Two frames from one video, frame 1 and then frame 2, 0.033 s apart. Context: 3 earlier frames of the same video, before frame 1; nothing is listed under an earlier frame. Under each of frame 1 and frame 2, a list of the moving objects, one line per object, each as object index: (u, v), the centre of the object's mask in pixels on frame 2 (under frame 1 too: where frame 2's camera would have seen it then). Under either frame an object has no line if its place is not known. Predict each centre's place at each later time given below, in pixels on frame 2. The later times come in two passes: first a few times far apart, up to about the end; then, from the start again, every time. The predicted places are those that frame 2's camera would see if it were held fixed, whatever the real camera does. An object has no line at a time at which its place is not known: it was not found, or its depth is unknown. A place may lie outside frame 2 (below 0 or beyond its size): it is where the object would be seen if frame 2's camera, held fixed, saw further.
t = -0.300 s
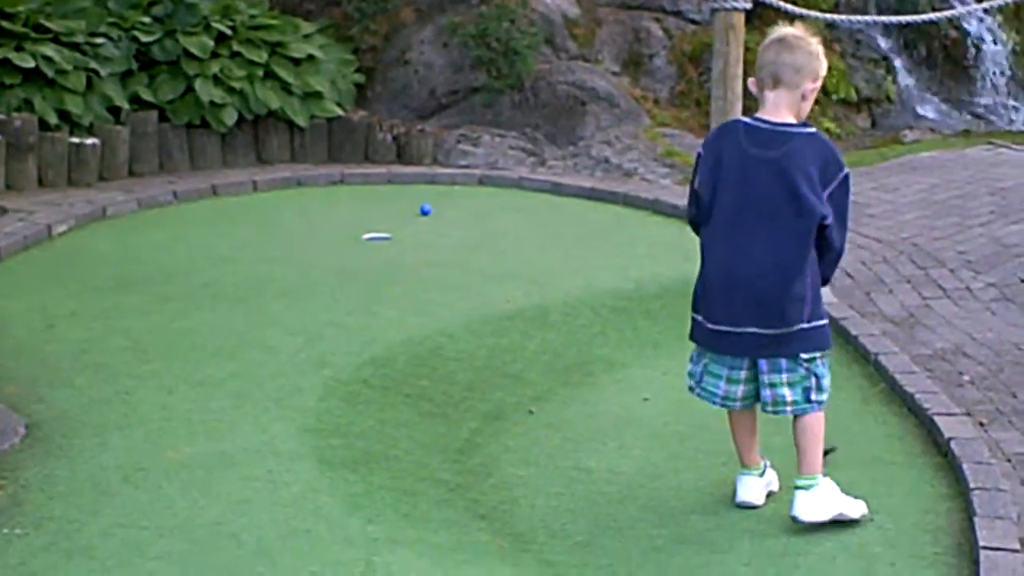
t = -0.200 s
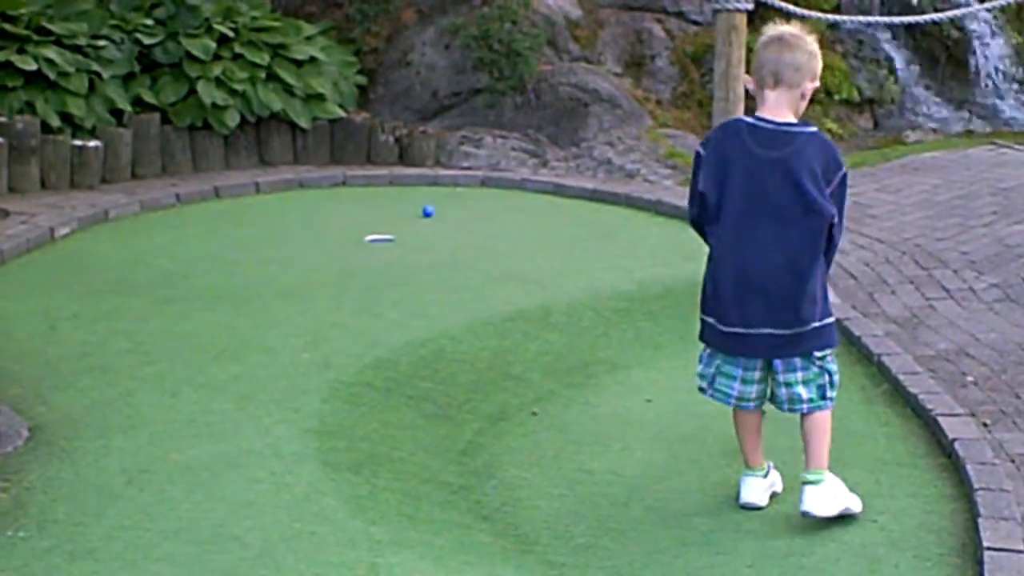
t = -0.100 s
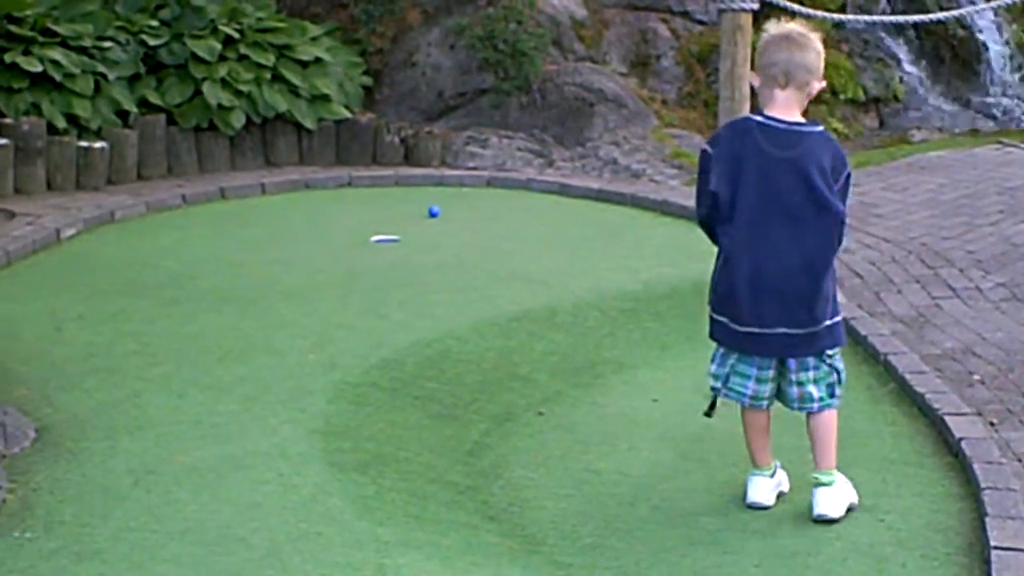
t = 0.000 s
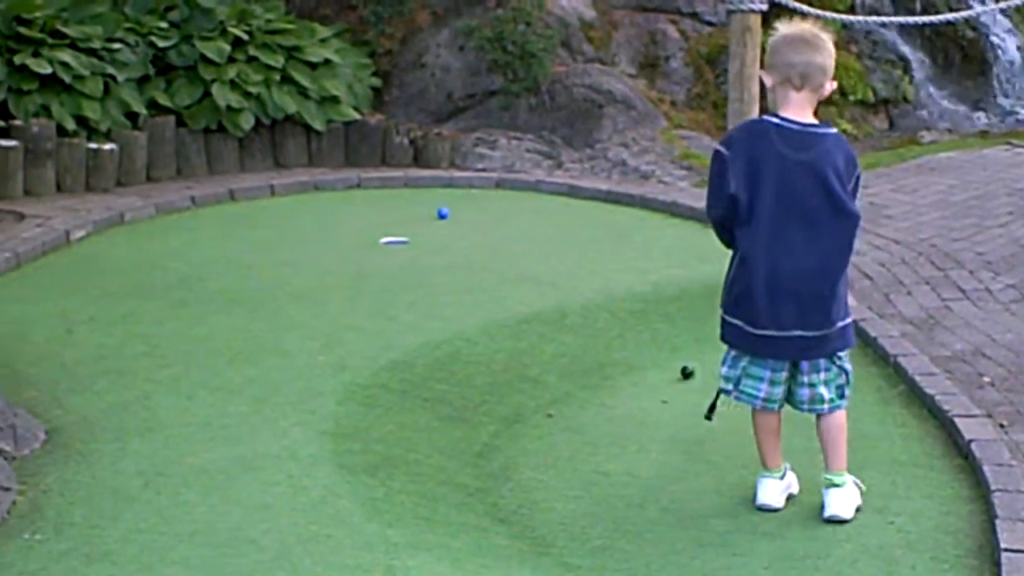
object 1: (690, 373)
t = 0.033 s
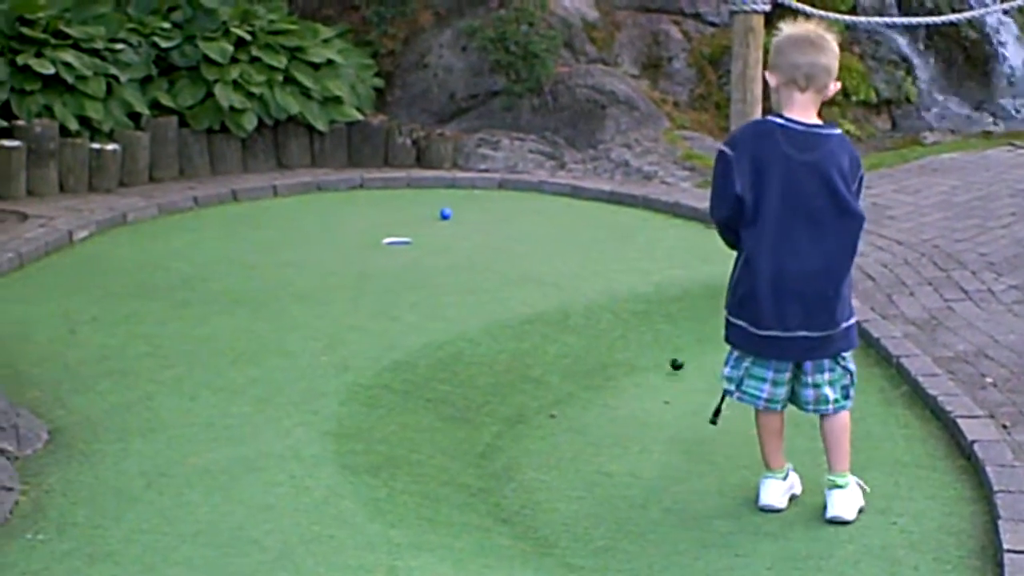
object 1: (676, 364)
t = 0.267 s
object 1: (606, 309)
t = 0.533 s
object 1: (557, 275)
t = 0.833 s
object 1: (512, 253)
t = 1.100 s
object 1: (479, 238)
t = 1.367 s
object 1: (452, 224)
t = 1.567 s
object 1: (435, 215)
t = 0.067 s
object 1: (664, 356)
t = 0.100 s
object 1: (651, 351)
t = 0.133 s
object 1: (641, 342)
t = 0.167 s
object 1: (631, 331)
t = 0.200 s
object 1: (622, 324)
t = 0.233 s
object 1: (614, 320)
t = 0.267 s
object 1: (606, 309)
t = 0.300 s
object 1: (599, 303)
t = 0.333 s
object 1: (592, 296)
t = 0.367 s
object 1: (586, 289)
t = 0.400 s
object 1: (580, 286)
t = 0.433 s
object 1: (574, 283)
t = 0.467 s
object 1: (569, 281)
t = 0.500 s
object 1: (563, 278)
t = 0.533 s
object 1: (557, 275)
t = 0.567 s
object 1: (552, 272)
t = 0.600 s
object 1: (546, 269)
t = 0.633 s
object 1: (541, 267)
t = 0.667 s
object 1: (536, 265)
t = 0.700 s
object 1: (531, 263)
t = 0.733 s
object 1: (525, 260)
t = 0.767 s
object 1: (521, 258)
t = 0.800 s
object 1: (516, 255)
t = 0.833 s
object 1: (512, 253)
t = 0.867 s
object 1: (507, 251)
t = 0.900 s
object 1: (503, 249)
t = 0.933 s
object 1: (498, 247)
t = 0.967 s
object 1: (494, 245)
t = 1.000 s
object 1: (490, 243)
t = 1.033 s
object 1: (486, 242)
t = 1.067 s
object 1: (482, 240)
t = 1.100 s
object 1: (479, 238)
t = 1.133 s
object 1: (475, 236)
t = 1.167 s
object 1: (471, 234)
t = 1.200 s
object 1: (468, 232)
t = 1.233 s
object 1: (465, 231)
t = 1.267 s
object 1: (462, 229)
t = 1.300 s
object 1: (458, 227)
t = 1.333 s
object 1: (455, 226)
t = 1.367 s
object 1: (452, 224)
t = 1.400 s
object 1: (449, 223)
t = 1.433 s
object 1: (446, 222)
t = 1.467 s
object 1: (443, 221)
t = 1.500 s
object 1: (440, 218)
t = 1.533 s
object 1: (437, 216)
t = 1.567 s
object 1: (435, 215)
